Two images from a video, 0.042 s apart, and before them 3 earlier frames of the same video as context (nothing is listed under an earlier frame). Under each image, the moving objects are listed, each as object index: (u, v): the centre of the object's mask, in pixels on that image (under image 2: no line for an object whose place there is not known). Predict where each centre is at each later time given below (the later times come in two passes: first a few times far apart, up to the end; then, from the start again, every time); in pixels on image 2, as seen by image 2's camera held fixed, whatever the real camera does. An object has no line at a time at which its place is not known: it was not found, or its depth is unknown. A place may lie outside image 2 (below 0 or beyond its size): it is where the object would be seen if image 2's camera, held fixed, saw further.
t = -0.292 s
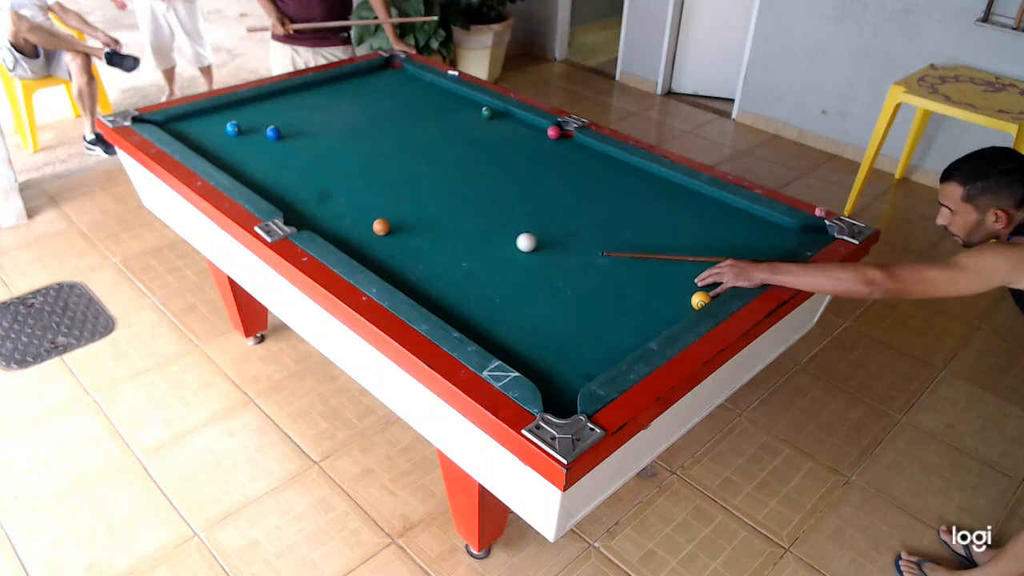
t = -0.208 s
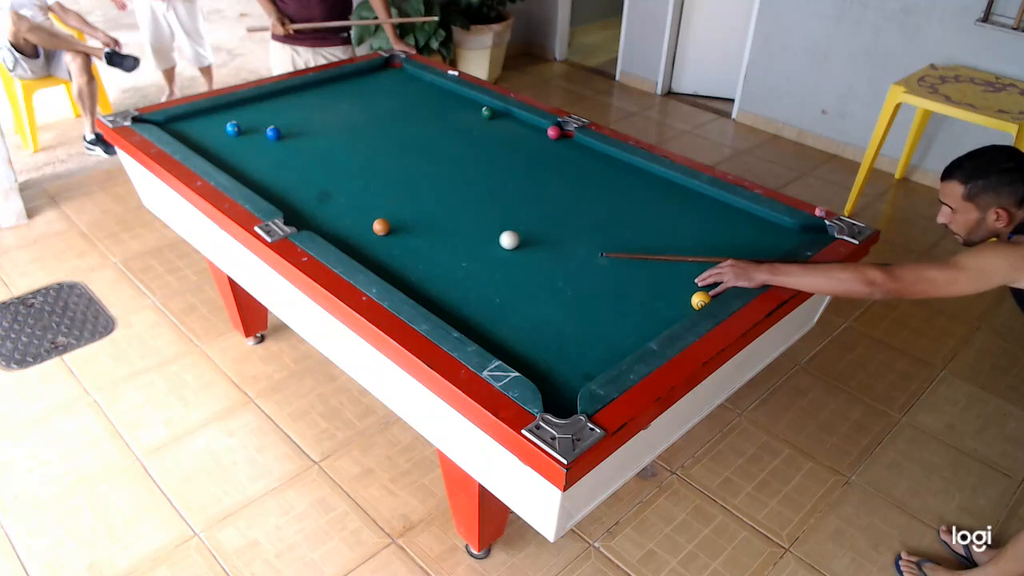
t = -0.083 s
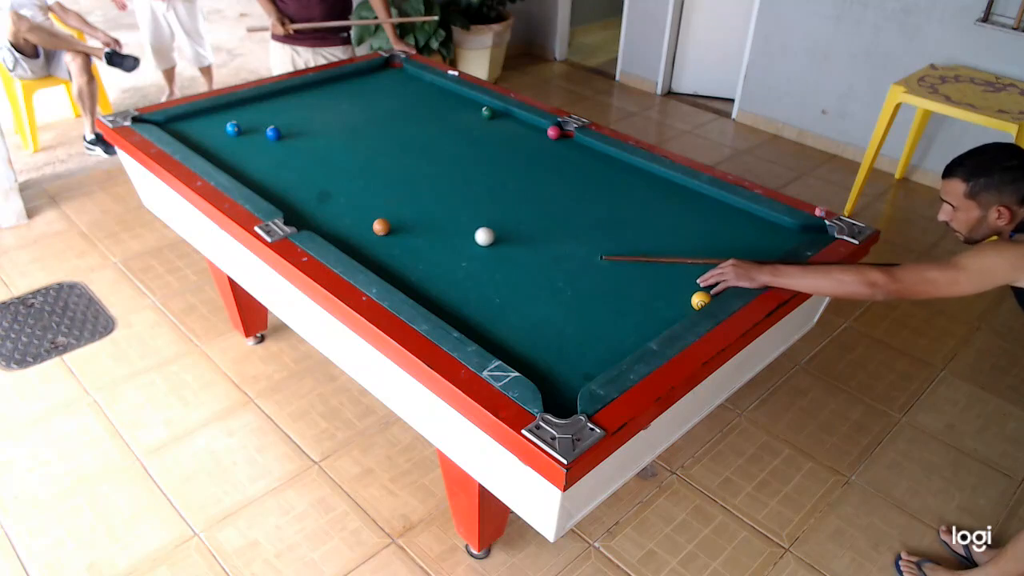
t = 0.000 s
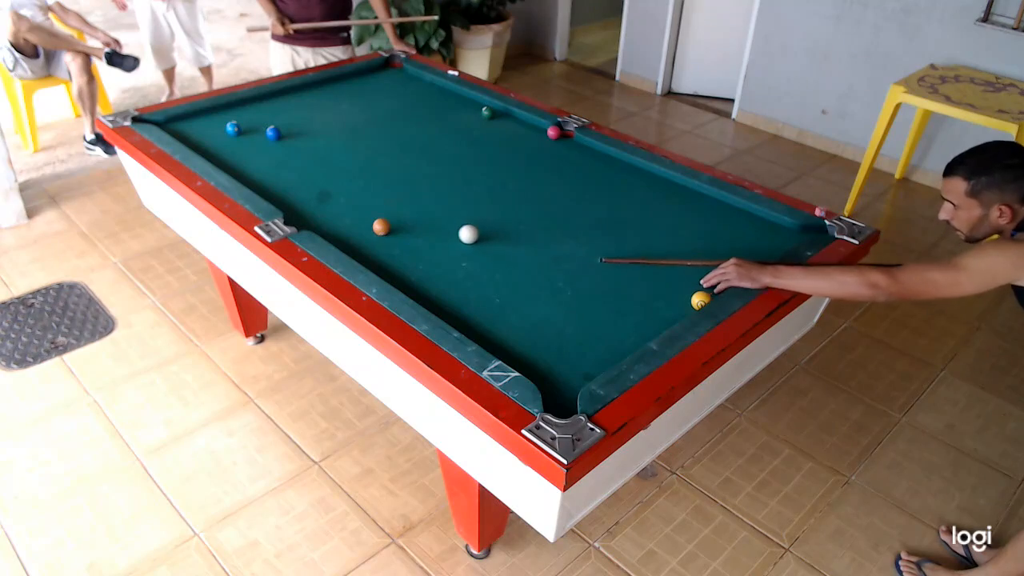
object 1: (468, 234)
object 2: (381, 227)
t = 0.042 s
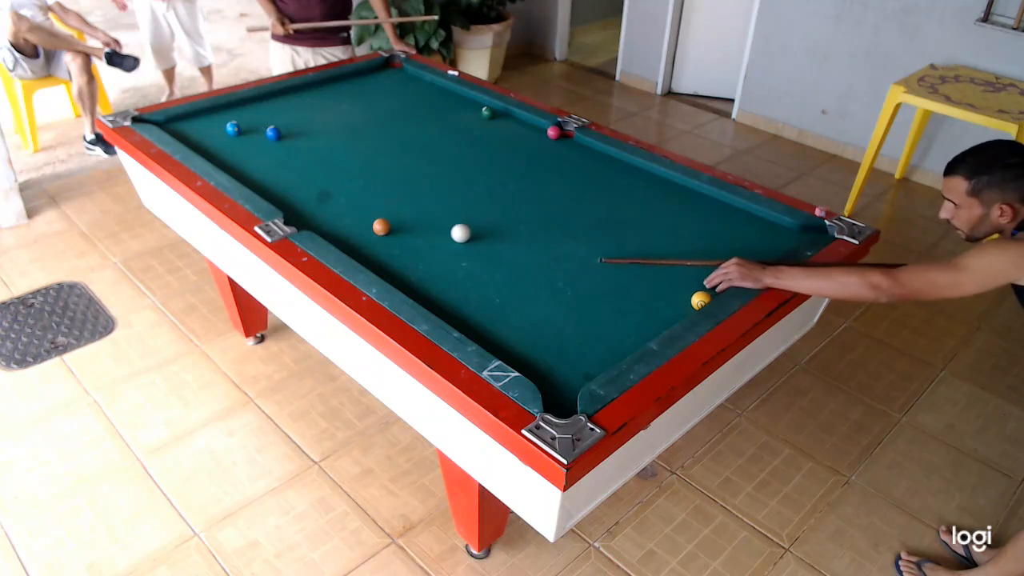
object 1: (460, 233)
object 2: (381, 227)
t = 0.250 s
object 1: (423, 228)
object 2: (381, 226)
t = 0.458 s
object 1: (395, 222)
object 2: (372, 227)
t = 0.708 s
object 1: (380, 216)
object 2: (346, 229)
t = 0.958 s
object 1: (367, 210)
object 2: (322, 228)
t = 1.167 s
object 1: (359, 206)
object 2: (308, 226)
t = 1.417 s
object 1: (350, 201)
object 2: (299, 222)
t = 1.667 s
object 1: (345, 197)
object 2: (294, 220)
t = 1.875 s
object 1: (342, 194)
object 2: (298, 220)
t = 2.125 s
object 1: (340, 192)
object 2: (300, 220)
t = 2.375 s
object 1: (338, 190)
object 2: (300, 220)
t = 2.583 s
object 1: (338, 190)
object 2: (300, 220)
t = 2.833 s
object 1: (338, 190)
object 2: (300, 220)
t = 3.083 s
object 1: (338, 190)
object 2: (300, 220)
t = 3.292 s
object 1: (338, 190)
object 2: (300, 220)
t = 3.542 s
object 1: (338, 190)
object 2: (300, 220)
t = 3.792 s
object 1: (338, 190)
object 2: (300, 220)
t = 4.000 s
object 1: (338, 190)
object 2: (299, 220)
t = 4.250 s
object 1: (338, 190)
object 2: (299, 220)
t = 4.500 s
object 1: (338, 190)
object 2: (299, 220)
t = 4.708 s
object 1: (338, 190)
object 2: (299, 220)
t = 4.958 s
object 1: (338, 190)
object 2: (299, 219)
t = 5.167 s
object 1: (338, 190)
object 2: (299, 220)
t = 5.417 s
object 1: (338, 190)
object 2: (299, 219)
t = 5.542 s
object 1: (338, 190)
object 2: (299, 219)
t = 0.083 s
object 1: (453, 232)
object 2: (381, 227)
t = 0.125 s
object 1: (445, 231)
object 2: (381, 227)
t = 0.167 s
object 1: (438, 230)
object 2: (381, 226)
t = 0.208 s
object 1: (430, 229)
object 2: (381, 227)
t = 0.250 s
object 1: (423, 228)
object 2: (381, 226)
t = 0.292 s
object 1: (416, 227)
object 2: (381, 227)
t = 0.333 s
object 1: (409, 226)
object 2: (381, 227)
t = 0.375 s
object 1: (402, 225)
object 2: (381, 227)
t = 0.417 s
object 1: (398, 224)
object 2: (377, 227)
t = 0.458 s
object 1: (395, 222)
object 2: (372, 227)
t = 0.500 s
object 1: (392, 221)
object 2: (367, 228)
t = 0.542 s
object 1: (390, 220)
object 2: (363, 228)
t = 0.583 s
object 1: (387, 219)
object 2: (359, 228)
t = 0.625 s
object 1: (385, 218)
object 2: (354, 228)
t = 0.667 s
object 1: (382, 217)
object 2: (350, 229)
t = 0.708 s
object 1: (380, 216)
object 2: (346, 229)
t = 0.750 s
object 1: (378, 215)
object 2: (341, 229)
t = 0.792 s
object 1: (375, 214)
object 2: (337, 229)
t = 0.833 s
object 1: (373, 213)
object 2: (333, 229)
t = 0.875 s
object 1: (371, 212)
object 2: (329, 229)
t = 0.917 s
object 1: (369, 211)
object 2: (326, 228)
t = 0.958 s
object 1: (367, 210)
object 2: (322, 228)
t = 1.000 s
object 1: (365, 209)
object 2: (318, 228)
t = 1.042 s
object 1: (363, 208)
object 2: (314, 227)
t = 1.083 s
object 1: (362, 207)
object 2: (312, 227)
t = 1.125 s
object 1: (360, 206)
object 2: (310, 227)
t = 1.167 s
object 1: (359, 206)
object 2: (308, 226)
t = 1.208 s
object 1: (357, 205)
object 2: (307, 225)
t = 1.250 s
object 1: (355, 204)
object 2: (305, 225)
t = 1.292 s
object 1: (354, 203)
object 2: (304, 224)
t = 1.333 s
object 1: (353, 203)
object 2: (302, 223)
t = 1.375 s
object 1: (351, 202)
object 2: (301, 223)
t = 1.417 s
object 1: (350, 201)
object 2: (299, 222)
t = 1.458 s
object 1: (349, 200)
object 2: (298, 222)
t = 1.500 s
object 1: (348, 200)
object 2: (297, 221)
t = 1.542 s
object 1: (347, 199)
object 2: (295, 220)
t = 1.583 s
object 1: (346, 198)
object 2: (294, 220)
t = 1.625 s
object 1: (345, 198)
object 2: (293, 220)
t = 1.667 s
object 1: (345, 197)
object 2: (294, 220)
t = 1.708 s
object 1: (344, 197)
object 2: (295, 219)
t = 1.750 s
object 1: (343, 196)
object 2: (296, 219)
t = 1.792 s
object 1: (343, 195)
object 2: (296, 220)
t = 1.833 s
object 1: (342, 195)
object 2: (297, 220)
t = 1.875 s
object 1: (342, 194)
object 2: (298, 220)
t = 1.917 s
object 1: (342, 194)
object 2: (298, 220)
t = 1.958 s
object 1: (341, 193)
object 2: (299, 220)
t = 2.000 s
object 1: (341, 193)
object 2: (299, 220)
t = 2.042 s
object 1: (340, 193)
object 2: (299, 220)
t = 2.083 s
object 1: (340, 192)
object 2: (300, 220)
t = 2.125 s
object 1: (340, 192)
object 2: (300, 220)
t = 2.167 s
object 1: (339, 192)
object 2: (300, 220)
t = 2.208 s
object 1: (339, 191)
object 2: (300, 220)
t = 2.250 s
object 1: (339, 191)
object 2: (300, 220)
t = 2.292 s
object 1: (339, 191)
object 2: (300, 220)
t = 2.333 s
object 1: (338, 191)
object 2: (300, 220)
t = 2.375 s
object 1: (338, 190)
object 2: (300, 220)
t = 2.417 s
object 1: (338, 190)
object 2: (300, 220)
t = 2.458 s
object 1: (338, 190)
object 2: (300, 220)
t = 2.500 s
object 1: (338, 190)
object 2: (300, 220)
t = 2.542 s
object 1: (338, 190)
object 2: (300, 220)
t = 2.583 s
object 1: (338, 190)
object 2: (300, 220)
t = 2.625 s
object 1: (338, 190)
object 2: (300, 220)
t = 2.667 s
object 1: (338, 190)
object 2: (300, 220)
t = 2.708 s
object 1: (338, 190)
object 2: (300, 220)
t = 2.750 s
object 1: (338, 190)
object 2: (300, 220)
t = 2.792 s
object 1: (338, 190)
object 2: (300, 220)
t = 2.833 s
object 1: (338, 190)
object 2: (300, 220)
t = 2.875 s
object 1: (338, 190)
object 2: (300, 220)
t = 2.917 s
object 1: (338, 190)
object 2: (300, 220)
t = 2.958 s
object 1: (338, 190)
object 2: (300, 220)
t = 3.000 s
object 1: (338, 190)
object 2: (300, 220)
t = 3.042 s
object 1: (338, 190)
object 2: (300, 220)
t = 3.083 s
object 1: (338, 190)
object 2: (300, 220)
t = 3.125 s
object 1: (338, 190)
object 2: (300, 220)
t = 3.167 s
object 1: (338, 190)
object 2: (300, 220)
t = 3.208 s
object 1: (338, 190)
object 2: (300, 220)
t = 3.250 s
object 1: (338, 190)
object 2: (300, 220)
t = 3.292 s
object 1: (338, 190)
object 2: (300, 220)
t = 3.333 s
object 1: (338, 190)
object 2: (300, 220)
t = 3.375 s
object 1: (338, 190)
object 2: (300, 220)
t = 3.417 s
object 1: (338, 190)
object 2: (300, 220)
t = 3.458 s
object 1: (338, 190)
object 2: (300, 220)
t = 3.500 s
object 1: (338, 190)
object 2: (300, 220)
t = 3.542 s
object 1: (338, 190)
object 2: (300, 220)
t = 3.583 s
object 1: (338, 190)
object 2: (300, 220)
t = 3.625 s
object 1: (338, 190)
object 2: (300, 220)
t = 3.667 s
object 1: (338, 190)
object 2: (300, 220)
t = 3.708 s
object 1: (338, 190)
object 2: (300, 220)
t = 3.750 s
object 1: (338, 190)
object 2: (300, 220)
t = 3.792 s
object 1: (338, 190)
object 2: (300, 220)
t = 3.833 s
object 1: (338, 190)
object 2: (300, 220)
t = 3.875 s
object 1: (338, 190)
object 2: (300, 220)
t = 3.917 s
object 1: (338, 190)
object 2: (300, 220)
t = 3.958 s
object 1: (338, 190)
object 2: (300, 220)
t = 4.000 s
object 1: (338, 190)
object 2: (299, 220)
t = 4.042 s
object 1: (338, 190)
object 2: (299, 220)
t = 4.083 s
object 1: (338, 190)
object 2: (299, 220)
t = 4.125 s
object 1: (338, 190)
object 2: (299, 220)
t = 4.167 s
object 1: (338, 190)
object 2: (299, 220)
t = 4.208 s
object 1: (338, 190)
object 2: (299, 220)
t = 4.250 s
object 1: (338, 190)
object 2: (299, 220)
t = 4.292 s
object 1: (338, 190)
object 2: (299, 220)
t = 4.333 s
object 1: (338, 190)
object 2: (299, 220)
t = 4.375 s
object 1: (338, 190)
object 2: (299, 220)
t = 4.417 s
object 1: (338, 190)
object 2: (299, 220)
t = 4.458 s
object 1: (338, 190)
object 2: (299, 220)
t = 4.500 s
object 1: (338, 190)
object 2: (299, 220)
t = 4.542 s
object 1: (338, 190)
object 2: (299, 220)
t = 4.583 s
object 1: (338, 190)
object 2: (299, 220)
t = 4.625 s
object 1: (338, 190)
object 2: (299, 220)
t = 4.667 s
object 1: (338, 190)
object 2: (299, 220)
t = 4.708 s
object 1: (338, 190)
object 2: (299, 220)
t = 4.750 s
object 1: (338, 190)
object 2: (299, 220)
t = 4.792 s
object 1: (338, 190)
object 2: (299, 220)
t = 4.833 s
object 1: (338, 190)
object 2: (299, 220)
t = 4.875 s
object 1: (338, 190)
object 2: (299, 220)
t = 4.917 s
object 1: (338, 190)
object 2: (300, 219)
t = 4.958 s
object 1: (338, 190)
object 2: (299, 219)
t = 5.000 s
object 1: (338, 190)
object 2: (300, 220)
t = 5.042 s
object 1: (338, 190)
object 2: (300, 220)
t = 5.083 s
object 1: (338, 190)
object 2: (299, 220)
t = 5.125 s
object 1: (338, 190)
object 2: (299, 220)
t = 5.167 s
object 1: (338, 190)
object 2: (299, 220)
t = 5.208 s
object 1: (338, 190)
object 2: (299, 220)
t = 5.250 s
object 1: (338, 190)
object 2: (299, 219)
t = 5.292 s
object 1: (339, 190)
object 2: (299, 220)
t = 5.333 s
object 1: (338, 190)
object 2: (299, 219)
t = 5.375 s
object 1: (338, 190)
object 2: (299, 219)
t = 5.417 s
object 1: (338, 190)
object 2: (299, 219)
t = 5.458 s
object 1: (338, 190)
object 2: (299, 219)
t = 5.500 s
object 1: (338, 190)
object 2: (299, 219)
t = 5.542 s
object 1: (338, 190)
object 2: (299, 219)
